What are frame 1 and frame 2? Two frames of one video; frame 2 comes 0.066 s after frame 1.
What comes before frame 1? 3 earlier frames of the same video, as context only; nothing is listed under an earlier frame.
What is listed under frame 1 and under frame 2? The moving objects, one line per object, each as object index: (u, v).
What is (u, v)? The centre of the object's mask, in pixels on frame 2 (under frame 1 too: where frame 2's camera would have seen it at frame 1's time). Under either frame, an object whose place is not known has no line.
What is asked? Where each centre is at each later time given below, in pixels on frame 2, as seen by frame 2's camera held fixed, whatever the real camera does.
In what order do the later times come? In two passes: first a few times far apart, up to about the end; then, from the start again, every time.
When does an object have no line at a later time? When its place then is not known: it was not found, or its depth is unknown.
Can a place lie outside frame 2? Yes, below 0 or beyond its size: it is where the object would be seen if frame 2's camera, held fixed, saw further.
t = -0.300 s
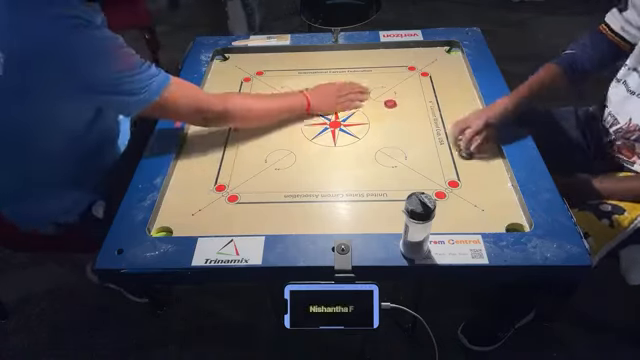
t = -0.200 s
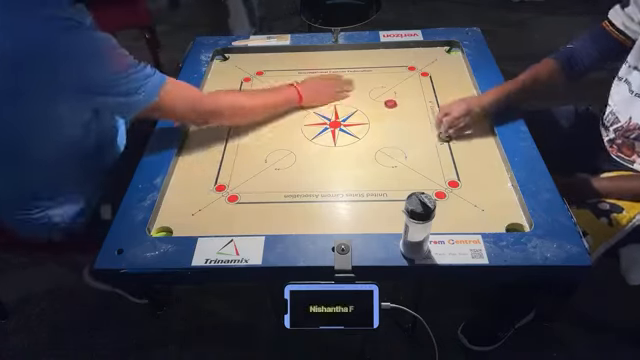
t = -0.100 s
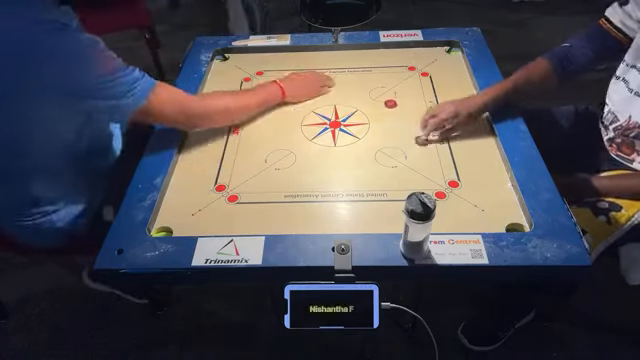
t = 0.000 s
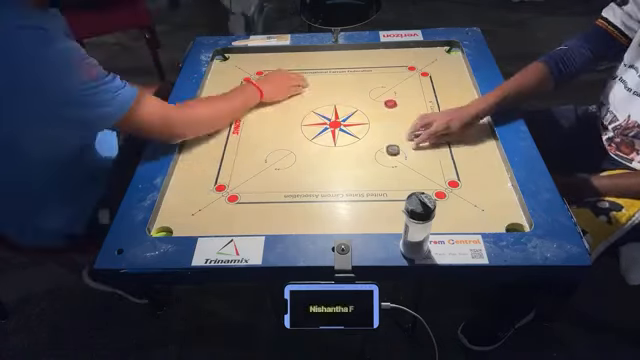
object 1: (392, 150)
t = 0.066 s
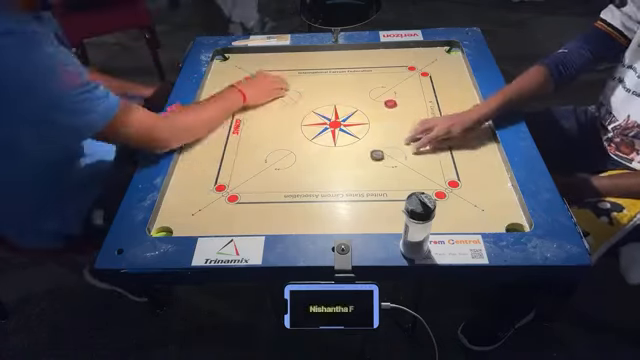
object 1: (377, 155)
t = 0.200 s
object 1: (353, 162)
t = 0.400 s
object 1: (338, 166)
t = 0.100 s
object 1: (370, 157)
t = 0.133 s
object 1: (364, 159)
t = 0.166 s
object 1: (358, 161)
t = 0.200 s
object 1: (353, 162)
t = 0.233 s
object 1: (349, 163)
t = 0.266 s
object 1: (345, 165)
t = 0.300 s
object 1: (342, 165)
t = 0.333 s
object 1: (340, 166)
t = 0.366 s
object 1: (338, 166)
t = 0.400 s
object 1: (338, 166)
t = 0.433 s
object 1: (337, 166)
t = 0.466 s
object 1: (337, 166)
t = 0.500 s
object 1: (337, 166)
